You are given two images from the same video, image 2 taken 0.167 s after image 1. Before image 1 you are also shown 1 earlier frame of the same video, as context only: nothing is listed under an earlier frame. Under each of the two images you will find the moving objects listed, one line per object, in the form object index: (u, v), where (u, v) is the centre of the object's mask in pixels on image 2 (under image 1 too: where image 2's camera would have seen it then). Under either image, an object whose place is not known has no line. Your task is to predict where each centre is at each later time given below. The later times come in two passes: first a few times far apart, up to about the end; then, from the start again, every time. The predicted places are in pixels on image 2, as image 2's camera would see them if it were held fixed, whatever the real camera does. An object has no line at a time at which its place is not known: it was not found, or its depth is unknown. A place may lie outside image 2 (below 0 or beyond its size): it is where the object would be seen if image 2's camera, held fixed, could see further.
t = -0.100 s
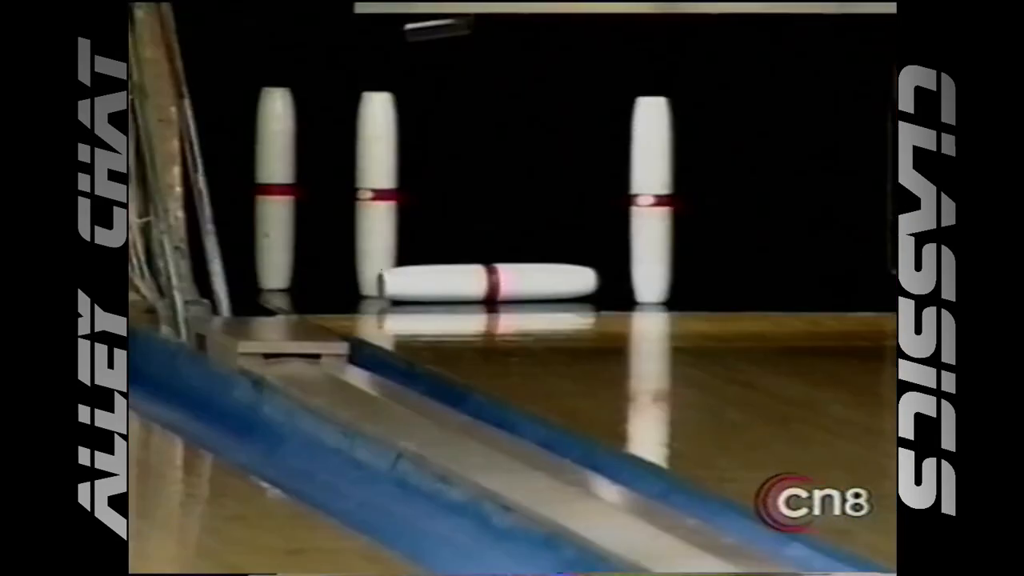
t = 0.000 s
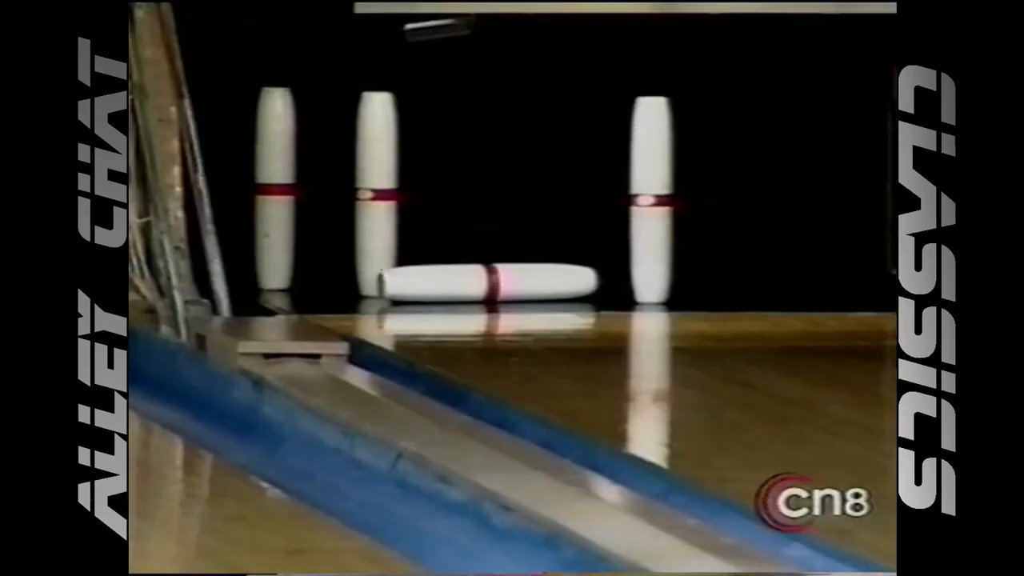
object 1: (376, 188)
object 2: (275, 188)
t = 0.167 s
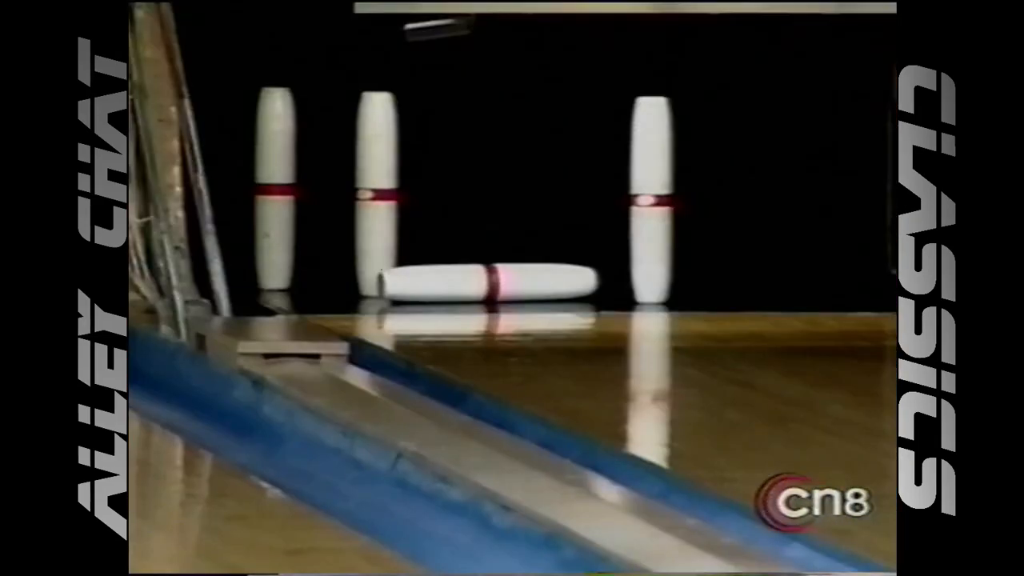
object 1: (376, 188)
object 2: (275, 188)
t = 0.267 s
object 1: (376, 188)
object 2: (275, 188)
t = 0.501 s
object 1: (376, 188)
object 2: (275, 188)
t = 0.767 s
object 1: (318, 88)
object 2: (245, 177)
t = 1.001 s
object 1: (289, 136)
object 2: (315, 249)
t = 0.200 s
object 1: (376, 188)
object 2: (275, 188)
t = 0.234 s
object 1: (376, 188)
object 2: (275, 188)
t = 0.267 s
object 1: (376, 188)
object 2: (275, 188)
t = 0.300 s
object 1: (376, 188)
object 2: (275, 188)
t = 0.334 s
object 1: (376, 188)
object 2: (275, 188)
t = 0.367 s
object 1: (376, 188)
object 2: (275, 188)
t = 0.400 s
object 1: (376, 188)
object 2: (275, 188)
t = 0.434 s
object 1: (376, 188)
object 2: (275, 188)
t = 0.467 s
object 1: (376, 188)
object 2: (275, 188)
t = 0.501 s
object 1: (376, 188)
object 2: (275, 188)
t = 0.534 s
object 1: (376, 188)
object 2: (275, 188)
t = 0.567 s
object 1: (376, 188)
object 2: (275, 188)
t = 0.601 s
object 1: (376, 188)
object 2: (275, 188)
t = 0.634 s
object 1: (376, 188)
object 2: (275, 188)
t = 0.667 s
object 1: (375, 187)
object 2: (275, 188)
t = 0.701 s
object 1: (371, 185)
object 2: (275, 188)
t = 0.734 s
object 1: (338, 130)
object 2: (275, 189)
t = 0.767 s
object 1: (318, 88)
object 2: (245, 177)
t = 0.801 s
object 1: (303, 70)
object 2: (248, 206)
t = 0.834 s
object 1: (296, 58)
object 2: (235, 187)
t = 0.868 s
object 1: (307, 43)
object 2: (237, 175)
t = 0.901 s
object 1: (317, 68)
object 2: (261, 177)
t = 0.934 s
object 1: (298, 93)
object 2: (288, 192)
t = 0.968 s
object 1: (290, 119)
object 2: (307, 219)
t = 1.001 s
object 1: (289, 136)
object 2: (315, 249)
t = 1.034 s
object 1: (292, 160)
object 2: (292, 262)
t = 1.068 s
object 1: (301, 195)
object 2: (269, 267)
